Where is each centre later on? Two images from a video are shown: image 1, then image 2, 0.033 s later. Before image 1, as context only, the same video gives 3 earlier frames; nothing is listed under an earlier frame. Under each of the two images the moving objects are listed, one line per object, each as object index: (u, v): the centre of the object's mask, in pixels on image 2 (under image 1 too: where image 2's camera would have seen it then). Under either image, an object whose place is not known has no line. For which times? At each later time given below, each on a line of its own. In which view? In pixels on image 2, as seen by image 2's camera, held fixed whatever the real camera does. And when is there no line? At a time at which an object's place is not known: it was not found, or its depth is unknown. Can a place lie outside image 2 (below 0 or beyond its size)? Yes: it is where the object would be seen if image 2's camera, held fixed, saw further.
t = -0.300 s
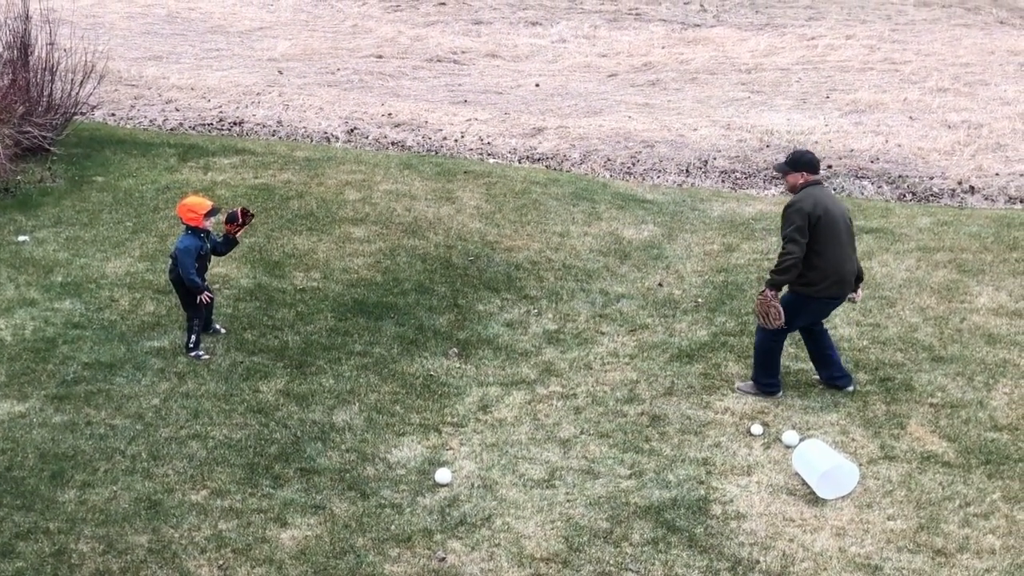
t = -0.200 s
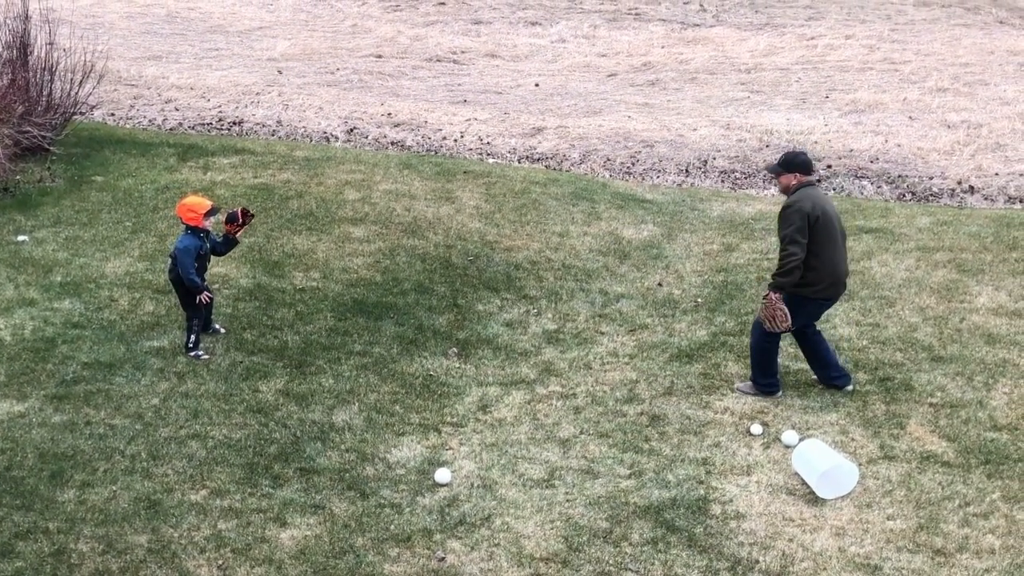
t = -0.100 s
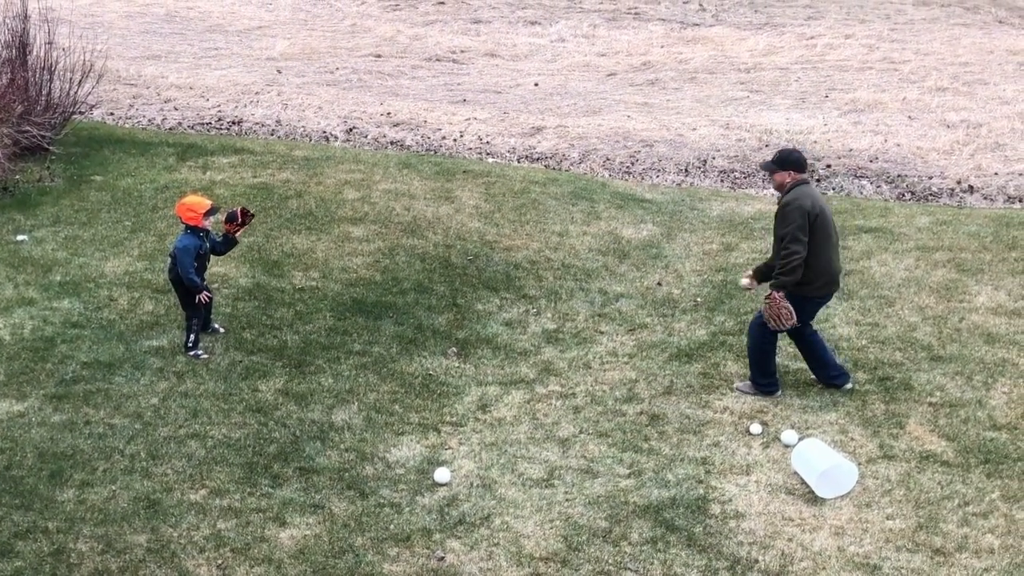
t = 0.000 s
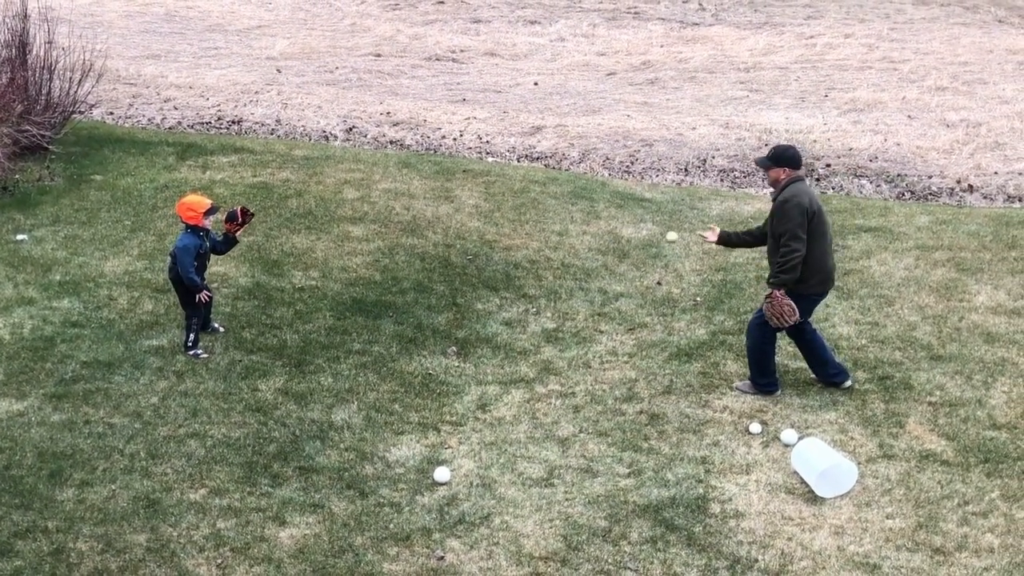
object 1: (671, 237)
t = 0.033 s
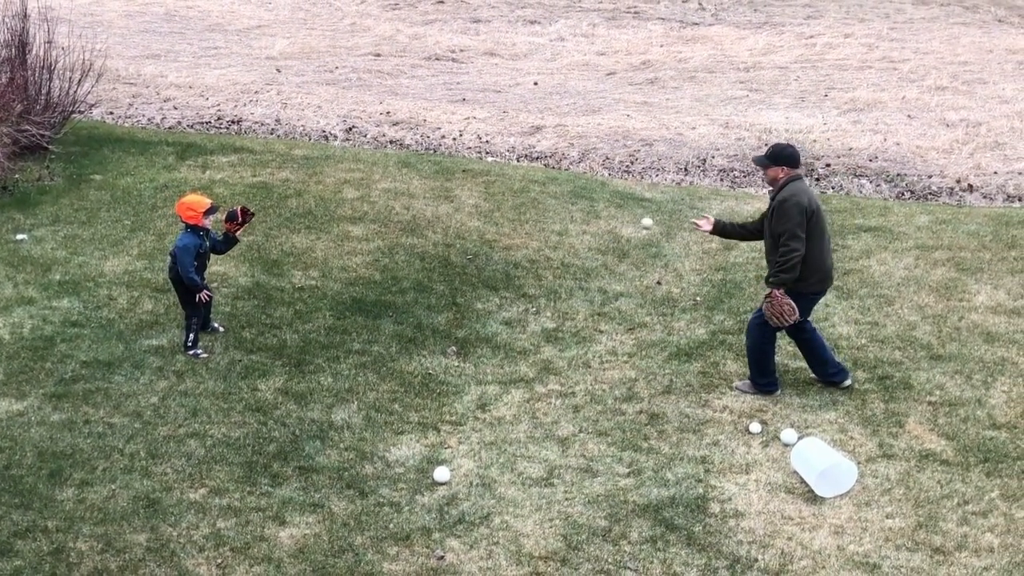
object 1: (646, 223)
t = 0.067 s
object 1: (621, 211)
